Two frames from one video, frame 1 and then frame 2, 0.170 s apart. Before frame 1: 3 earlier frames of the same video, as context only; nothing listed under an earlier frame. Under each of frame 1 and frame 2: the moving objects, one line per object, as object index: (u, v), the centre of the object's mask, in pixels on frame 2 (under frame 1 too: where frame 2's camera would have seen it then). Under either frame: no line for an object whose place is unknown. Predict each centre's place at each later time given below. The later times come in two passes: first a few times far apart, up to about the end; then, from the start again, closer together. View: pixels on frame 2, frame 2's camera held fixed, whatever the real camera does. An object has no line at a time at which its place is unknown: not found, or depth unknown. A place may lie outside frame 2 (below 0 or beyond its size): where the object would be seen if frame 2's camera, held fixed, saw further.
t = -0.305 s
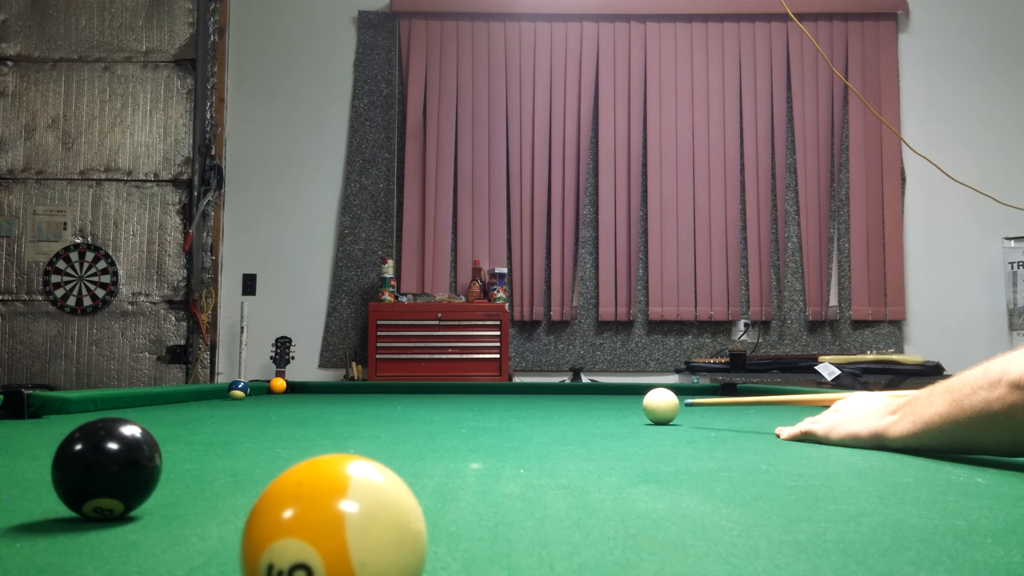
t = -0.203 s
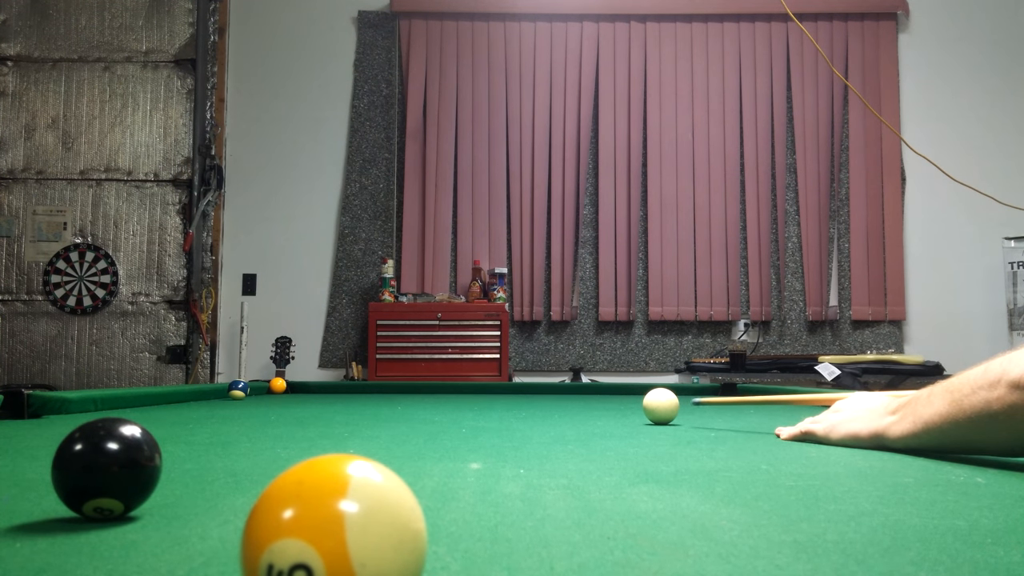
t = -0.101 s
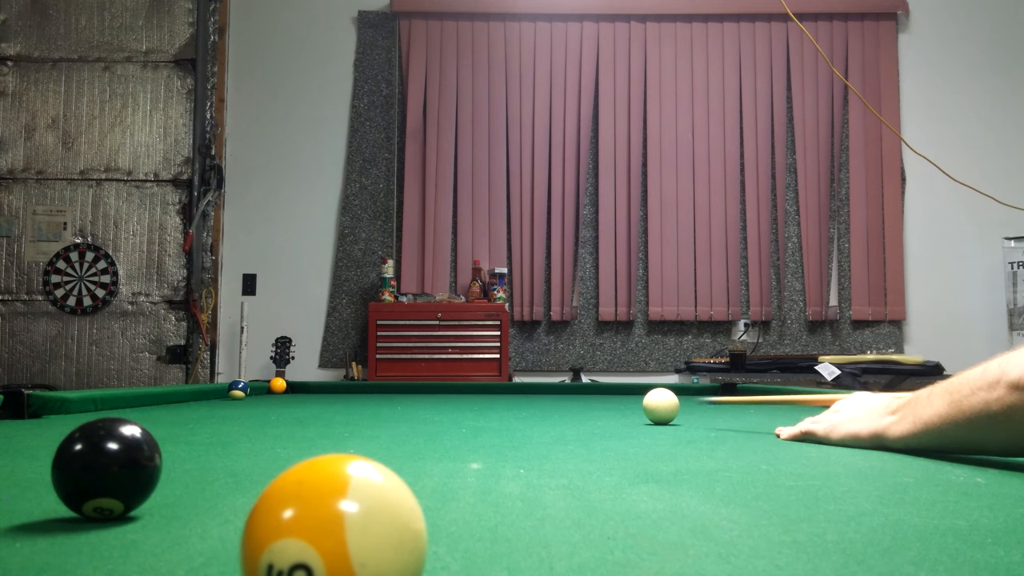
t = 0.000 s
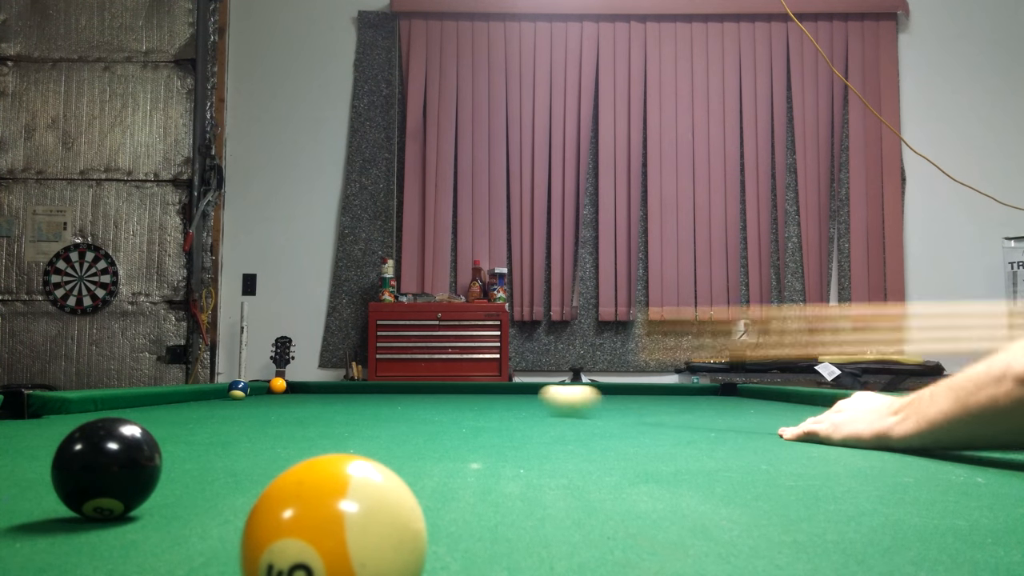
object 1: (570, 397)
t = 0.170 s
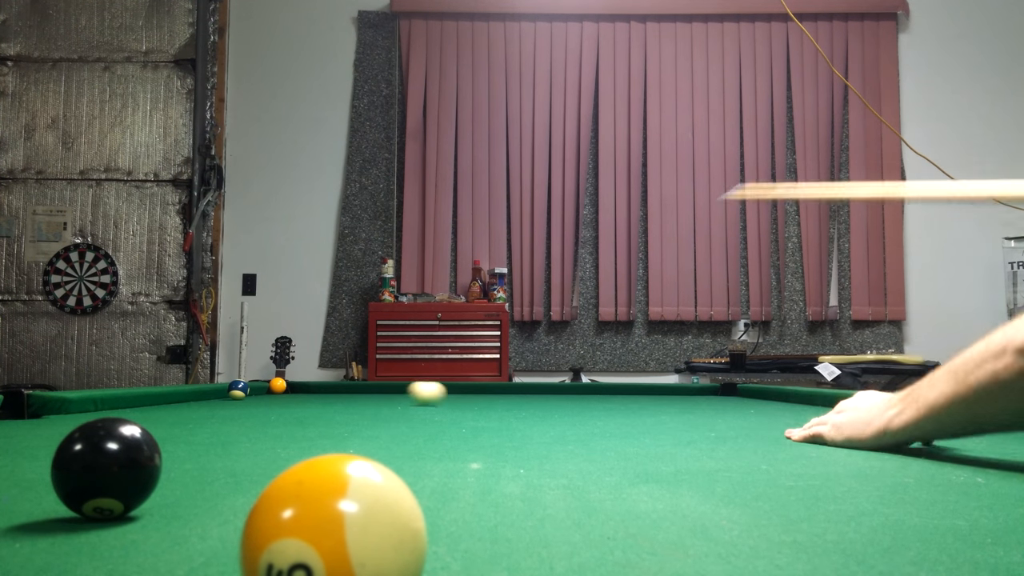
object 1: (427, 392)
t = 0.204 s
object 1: (407, 392)
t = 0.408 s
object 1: (315, 387)
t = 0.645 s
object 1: (286, 386)
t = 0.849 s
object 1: (299, 386)
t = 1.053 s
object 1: (303, 385)
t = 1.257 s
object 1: (291, 386)
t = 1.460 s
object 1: (281, 386)
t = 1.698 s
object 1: (280, 386)
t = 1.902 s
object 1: (283, 386)
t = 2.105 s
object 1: (285, 386)
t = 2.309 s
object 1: (286, 386)
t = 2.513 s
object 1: (286, 386)
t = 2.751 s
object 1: (286, 386)
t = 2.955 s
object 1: (287, 386)
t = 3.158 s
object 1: (287, 386)
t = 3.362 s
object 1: (287, 386)
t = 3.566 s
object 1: (287, 386)
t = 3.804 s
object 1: (287, 386)
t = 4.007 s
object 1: (287, 386)
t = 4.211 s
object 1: (287, 386)
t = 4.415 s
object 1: (287, 386)
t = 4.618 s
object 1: (287, 386)
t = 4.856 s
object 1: (287, 386)
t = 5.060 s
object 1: (287, 386)
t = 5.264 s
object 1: (287, 386)
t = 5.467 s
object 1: (287, 386)
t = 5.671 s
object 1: (287, 386)
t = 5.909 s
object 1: (287, 386)
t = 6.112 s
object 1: (287, 386)
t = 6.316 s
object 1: (287, 386)
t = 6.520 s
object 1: (287, 386)
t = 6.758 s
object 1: (287, 386)
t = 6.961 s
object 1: (287, 386)
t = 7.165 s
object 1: (287, 386)
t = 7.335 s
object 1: (287, 386)
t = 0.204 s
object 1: (407, 392)
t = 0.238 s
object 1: (389, 391)
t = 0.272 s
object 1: (372, 390)
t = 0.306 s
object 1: (356, 389)
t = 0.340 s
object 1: (342, 388)
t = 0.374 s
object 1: (328, 387)
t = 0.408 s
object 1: (315, 387)
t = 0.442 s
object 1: (304, 387)
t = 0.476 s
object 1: (294, 386)
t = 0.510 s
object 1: (282, 386)
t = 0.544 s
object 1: (276, 385)
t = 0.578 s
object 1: (280, 385)
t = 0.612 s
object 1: (283, 385)
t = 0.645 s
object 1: (286, 386)
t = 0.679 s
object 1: (289, 386)
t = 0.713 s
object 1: (292, 385)
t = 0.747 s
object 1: (294, 386)
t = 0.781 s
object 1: (296, 386)
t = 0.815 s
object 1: (297, 386)
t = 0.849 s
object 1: (299, 386)
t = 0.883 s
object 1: (300, 386)
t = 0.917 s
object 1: (301, 385)
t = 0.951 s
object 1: (302, 385)
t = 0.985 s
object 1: (303, 385)
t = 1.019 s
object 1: (304, 385)
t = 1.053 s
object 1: (303, 385)
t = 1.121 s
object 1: (299, 385)
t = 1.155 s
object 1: (297, 385)
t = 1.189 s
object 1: (295, 386)
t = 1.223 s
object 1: (293, 386)
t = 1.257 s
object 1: (291, 386)
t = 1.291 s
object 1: (290, 386)
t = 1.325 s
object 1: (288, 386)
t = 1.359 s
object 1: (286, 386)
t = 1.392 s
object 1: (285, 386)
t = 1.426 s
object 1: (283, 386)
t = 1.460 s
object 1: (281, 386)
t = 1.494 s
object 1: (280, 386)
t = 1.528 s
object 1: (278, 386)
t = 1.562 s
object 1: (278, 386)
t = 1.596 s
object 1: (278, 386)
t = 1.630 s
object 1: (279, 386)
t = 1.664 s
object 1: (279, 386)
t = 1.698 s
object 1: (280, 386)
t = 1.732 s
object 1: (281, 386)
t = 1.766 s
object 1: (281, 386)
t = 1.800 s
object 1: (282, 386)
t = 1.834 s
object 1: (282, 386)
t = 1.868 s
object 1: (283, 386)
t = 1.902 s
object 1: (283, 386)
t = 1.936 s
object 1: (284, 386)
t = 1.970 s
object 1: (284, 386)
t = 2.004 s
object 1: (284, 386)
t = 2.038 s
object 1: (284, 386)
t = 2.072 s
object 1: (285, 386)
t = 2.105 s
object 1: (285, 386)
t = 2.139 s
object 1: (285, 386)
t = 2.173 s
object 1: (286, 386)
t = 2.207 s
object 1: (286, 386)
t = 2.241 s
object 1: (286, 386)
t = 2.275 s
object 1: (286, 386)
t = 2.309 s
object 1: (286, 386)
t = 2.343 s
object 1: (286, 386)
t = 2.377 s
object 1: (286, 386)
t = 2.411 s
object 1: (286, 386)
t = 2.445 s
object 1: (286, 386)
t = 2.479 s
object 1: (286, 386)
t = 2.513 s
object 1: (286, 386)
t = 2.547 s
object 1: (286, 386)
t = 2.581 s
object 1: (286, 386)
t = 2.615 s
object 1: (286, 386)
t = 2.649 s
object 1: (286, 386)
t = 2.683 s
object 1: (286, 386)
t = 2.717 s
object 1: (286, 386)
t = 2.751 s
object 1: (286, 386)
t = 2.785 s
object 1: (286, 386)
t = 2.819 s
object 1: (286, 386)
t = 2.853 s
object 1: (286, 386)
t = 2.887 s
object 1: (286, 386)
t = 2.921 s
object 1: (287, 386)
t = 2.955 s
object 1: (287, 386)
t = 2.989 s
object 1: (287, 386)
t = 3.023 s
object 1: (287, 386)
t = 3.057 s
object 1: (287, 386)
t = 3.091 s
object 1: (287, 386)
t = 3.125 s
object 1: (287, 386)
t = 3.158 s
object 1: (287, 386)
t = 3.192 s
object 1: (287, 386)
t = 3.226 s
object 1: (287, 386)
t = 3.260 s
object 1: (287, 386)
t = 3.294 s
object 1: (287, 386)
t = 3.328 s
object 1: (287, 386)
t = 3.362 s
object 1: (287, 386)
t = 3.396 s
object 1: (287, 386)
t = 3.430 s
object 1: (287, 386)
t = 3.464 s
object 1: (287, 386)
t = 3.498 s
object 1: (287, 386)
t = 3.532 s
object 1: (287, 386)
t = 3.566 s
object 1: (287, 386)
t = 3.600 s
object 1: (287, 386)
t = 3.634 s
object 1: (287, 386)
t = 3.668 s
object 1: (287, 386)
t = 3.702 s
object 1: (287, 386)
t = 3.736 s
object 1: (287, 386)
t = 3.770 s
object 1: (287, 386)
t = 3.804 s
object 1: (287, 386)
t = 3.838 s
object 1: (287, 386)
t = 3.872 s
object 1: (287, 386)
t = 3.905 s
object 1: (287, 386)
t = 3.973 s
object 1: (287, 386)
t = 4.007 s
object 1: (287, 386)
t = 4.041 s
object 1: (287, 386)
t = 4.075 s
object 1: (287, 386)
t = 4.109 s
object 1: (287, 386)
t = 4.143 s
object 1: (287, 386)
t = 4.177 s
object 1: (287, 386)
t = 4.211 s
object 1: (287, 386)
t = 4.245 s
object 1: (287, 386)
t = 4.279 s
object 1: (287, 386)
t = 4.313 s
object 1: (287, 386)
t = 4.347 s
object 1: (287, 386)
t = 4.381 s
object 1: (287, 386)
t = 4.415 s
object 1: (287, 386)
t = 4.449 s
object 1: (287, 386)
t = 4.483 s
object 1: (287, 386)
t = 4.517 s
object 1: (287, 386)
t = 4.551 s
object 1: (287, 386)
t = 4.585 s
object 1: (287, 386)
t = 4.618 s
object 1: (287, 386)
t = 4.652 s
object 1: (287, 386)
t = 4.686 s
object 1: (287, 386)
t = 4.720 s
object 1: (287, 386)
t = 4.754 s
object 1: (287, 386)
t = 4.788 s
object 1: (287, 386)
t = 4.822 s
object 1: (287, 386)
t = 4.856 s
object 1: (287, 386)
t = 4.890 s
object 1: (287, 386)
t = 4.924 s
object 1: (287, 386)
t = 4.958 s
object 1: (287, 386)
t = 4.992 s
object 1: (287, 386)
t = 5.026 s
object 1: (287, 386)
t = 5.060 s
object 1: (287, 386)
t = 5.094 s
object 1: (287, 386)
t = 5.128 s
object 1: (287, 386)
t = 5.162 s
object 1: (287, 386)
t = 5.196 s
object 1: (287, 386)
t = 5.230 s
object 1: (287, 386)
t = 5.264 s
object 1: (287, 386)
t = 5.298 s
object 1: (287, 386)
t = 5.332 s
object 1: (287, 386)
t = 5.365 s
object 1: (287, 386)
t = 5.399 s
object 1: (287, 386)
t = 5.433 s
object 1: (287, 386)
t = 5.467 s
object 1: (287, 386)
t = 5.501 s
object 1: (287, 386)
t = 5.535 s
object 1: (287, 386)
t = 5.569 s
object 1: (287, 386)
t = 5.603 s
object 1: (287, 386)
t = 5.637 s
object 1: (287, 386)
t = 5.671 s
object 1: (287, 386)
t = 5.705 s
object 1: (287, 386)
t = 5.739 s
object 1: (287, 386)
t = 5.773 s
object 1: (287, 386)
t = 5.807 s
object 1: (287, 386)
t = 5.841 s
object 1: (287, 386)
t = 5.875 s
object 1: (287, 386)
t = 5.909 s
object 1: (287, 386)
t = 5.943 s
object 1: (287, 386)
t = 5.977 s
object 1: (287, 386)
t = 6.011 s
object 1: (287, 386)
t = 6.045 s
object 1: (287, 386)
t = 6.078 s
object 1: (287, 386)
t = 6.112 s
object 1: (287, 386)
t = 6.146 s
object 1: (287, 386)
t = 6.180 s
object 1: (287, 386)
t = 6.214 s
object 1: (287, 386)
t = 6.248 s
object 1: (287, 386)
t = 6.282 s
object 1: (287, 386)
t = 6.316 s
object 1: (287, 386)
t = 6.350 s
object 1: (287, 386)
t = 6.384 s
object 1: (287, 386)
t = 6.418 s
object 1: (287, 386)
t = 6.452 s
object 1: (287, 386)
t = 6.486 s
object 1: (287, 386)
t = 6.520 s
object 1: (287, 386)
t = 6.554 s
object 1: (287, 386)
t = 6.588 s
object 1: (287, 386)
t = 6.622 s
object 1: (287, 386)
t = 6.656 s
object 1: (287, 386)
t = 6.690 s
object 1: (287, 386)
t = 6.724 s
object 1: (287, 386)
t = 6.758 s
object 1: (287, 386)
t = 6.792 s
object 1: (287, 386)
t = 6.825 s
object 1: (287, 386)
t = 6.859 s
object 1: (287, 386)
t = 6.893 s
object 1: (287, 386)
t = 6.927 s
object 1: (287, 386)
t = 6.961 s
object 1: (287, 386)
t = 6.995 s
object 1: (287, 386)
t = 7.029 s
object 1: (287, 386)
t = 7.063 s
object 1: (287, 386)
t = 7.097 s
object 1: (287, 386)
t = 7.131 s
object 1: (287, 386)
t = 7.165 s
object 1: (287, 386)
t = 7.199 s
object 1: (287, 386)
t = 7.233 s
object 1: (287, 386)
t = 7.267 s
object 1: (287, 386)
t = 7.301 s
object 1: (287, 386)
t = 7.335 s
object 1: (287, 386)
